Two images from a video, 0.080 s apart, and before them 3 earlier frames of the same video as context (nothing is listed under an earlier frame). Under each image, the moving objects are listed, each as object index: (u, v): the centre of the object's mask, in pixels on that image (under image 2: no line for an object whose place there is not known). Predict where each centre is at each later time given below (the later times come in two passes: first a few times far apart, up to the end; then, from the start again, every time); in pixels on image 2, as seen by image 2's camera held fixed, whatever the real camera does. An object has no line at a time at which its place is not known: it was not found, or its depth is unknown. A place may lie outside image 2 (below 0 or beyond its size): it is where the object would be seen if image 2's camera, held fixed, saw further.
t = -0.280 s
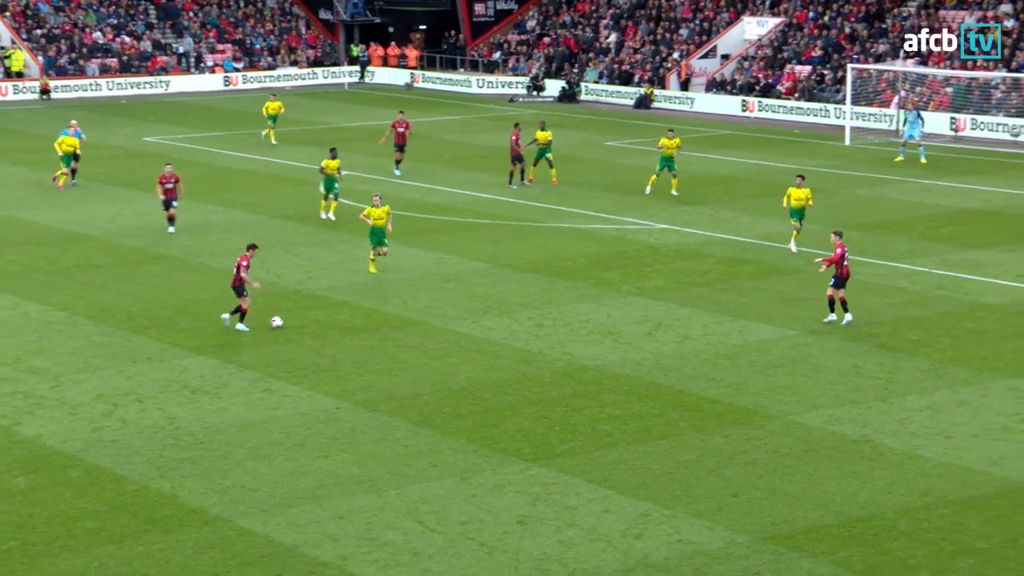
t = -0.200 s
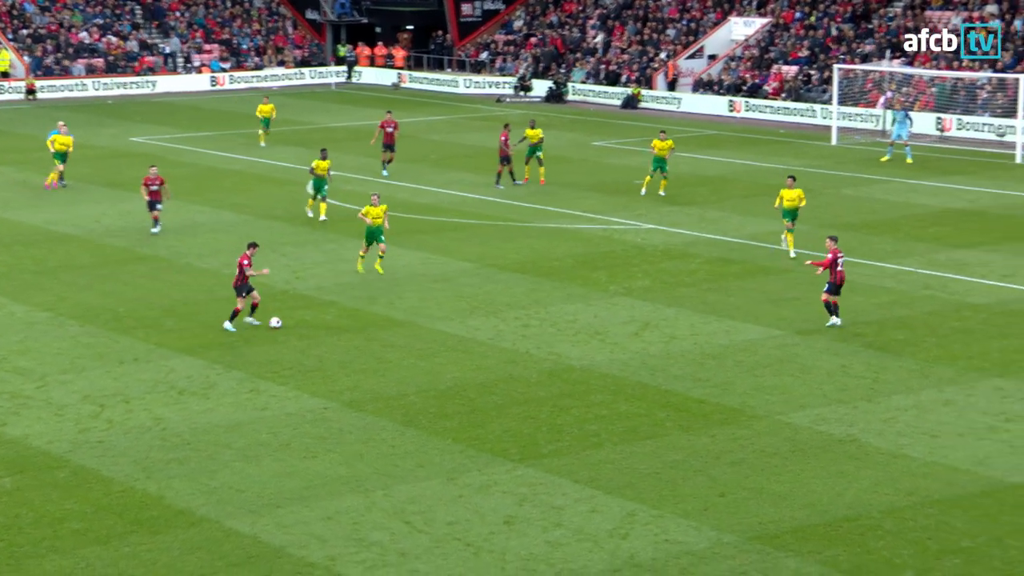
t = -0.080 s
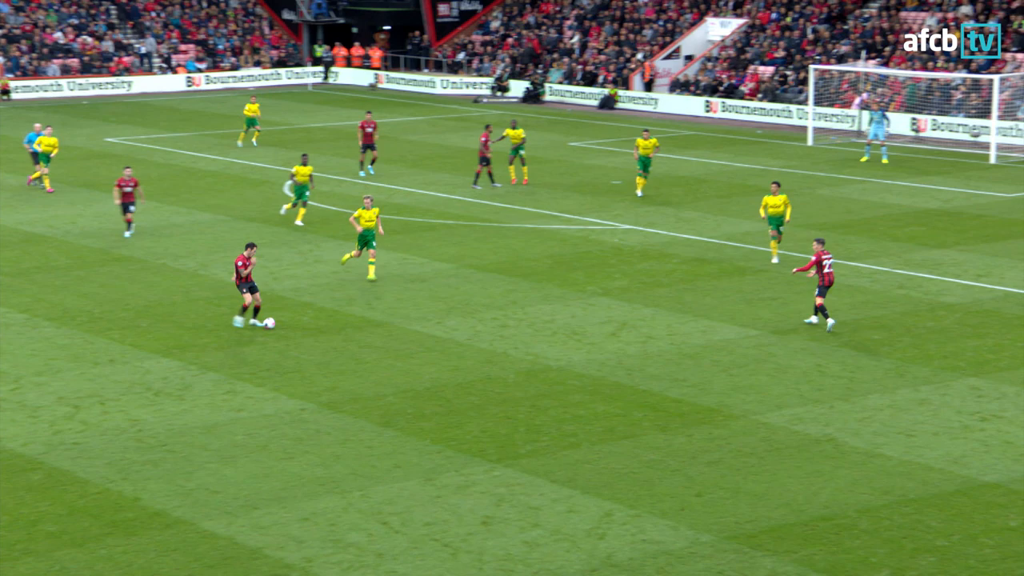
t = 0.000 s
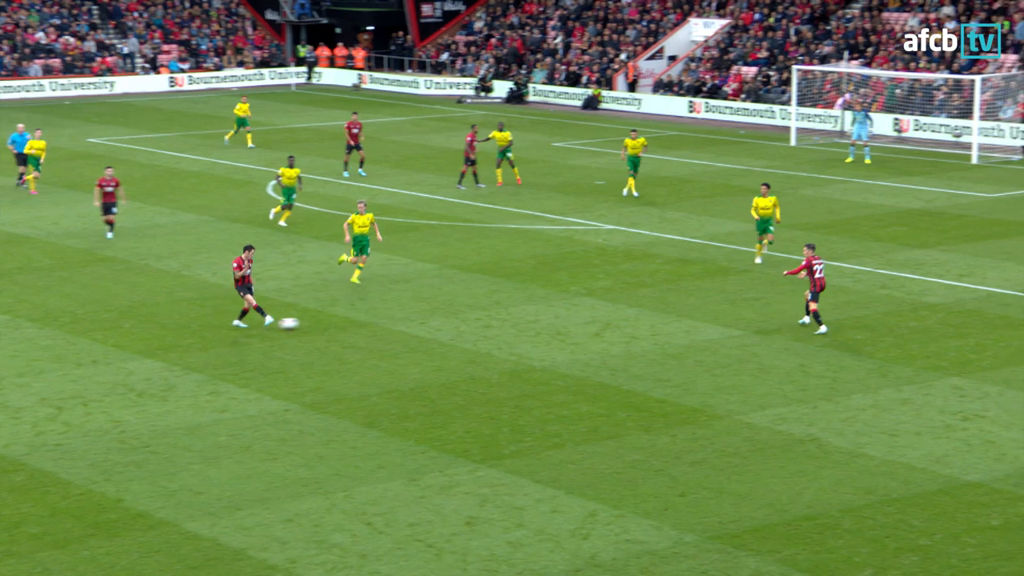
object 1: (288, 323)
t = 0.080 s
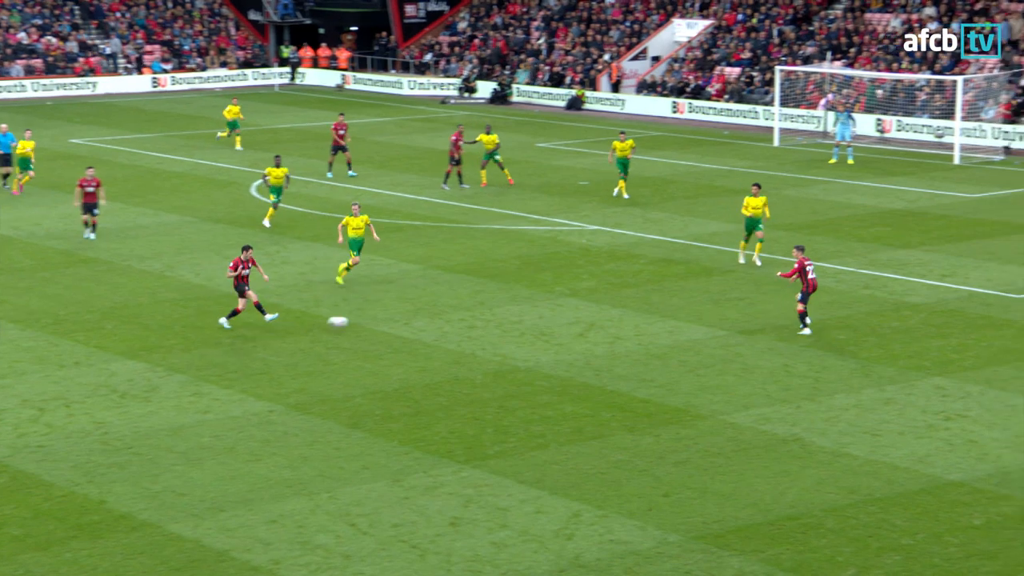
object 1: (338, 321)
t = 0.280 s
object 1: (492, 326)
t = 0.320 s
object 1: (521, 326)
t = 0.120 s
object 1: (369, 322)
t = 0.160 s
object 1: (402, 323)
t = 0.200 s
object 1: (433, 326)
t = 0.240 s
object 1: (464, 328)
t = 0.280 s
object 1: (492, 326)
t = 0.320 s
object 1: (521, 326)
